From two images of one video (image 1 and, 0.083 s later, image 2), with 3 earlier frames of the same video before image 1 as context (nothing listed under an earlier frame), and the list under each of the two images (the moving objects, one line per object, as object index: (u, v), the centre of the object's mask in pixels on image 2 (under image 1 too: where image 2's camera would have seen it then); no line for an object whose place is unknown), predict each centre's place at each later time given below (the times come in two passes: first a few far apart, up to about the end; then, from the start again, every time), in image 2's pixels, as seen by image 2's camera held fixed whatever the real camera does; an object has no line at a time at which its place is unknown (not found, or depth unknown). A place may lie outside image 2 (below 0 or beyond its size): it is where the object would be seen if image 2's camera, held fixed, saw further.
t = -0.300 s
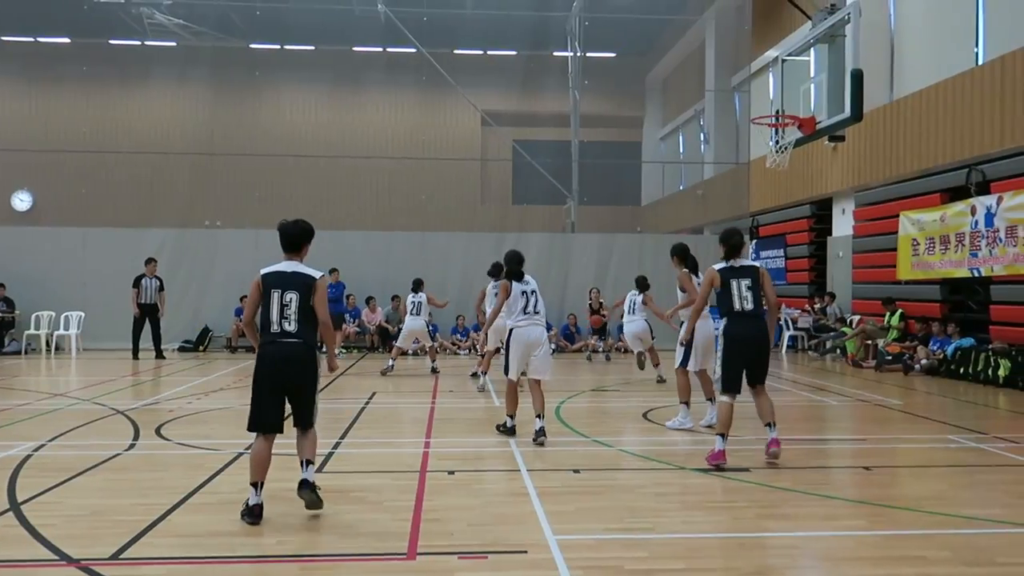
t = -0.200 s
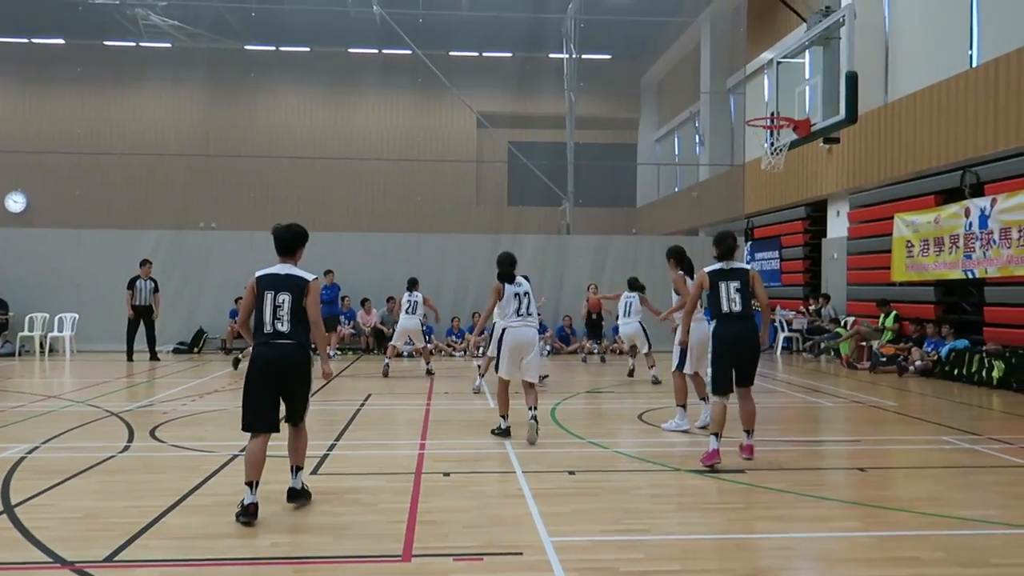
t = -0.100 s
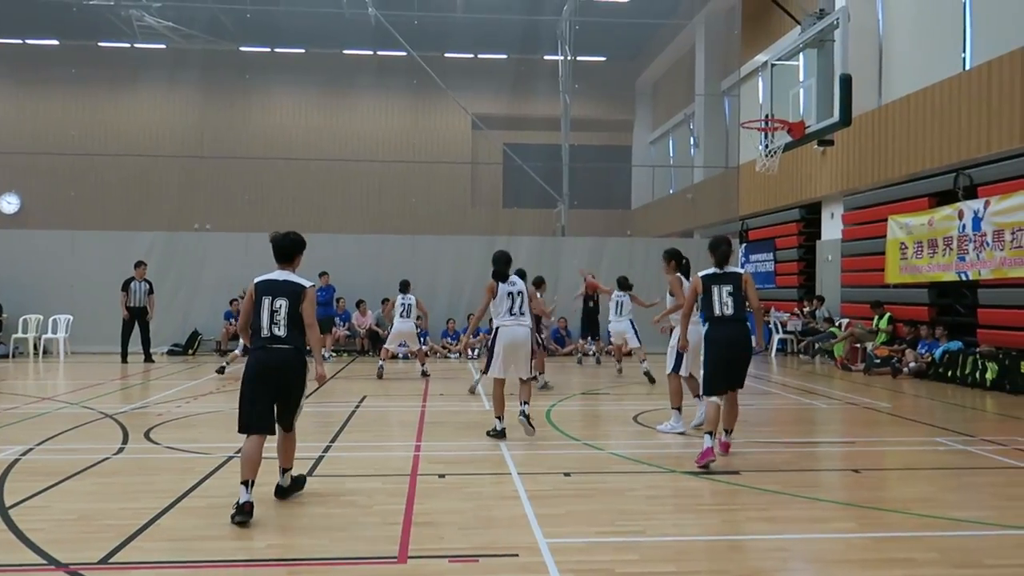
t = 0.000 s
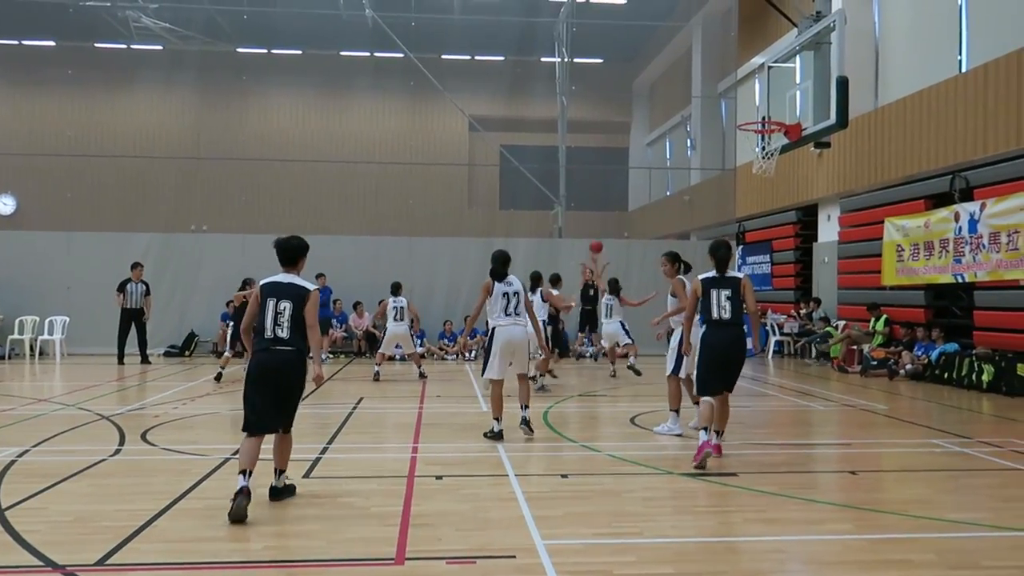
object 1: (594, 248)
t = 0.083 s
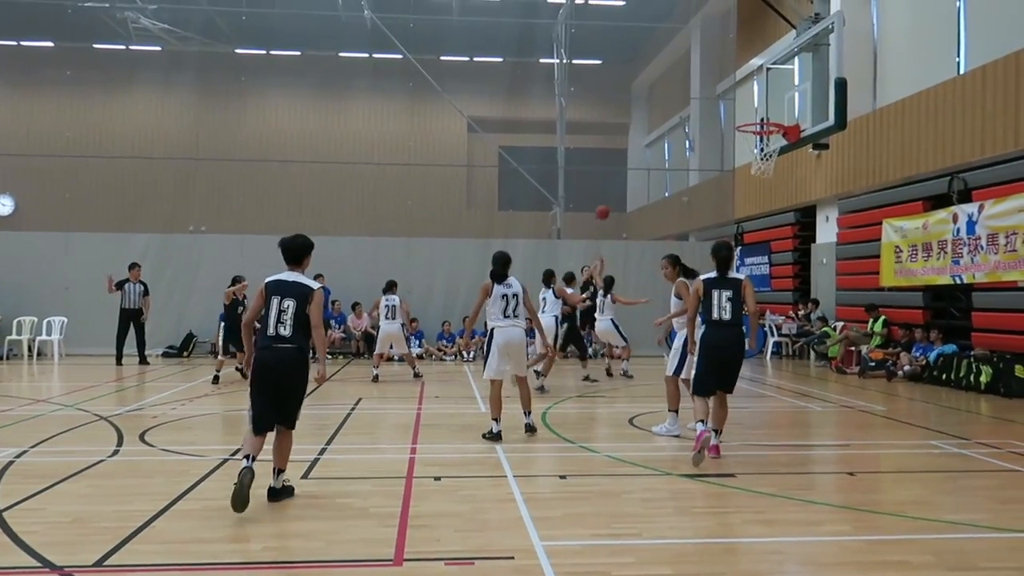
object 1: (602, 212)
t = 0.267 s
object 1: (620, 143)
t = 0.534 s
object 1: (651, 66)
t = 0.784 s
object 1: (685, 29)
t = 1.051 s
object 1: (728, 40)
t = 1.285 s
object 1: (773, 106)
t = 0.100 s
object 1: (604, 205)
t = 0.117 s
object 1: (605, 198)
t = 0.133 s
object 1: (607, 192)
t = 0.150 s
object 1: (608, 185)
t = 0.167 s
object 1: (610, 179)
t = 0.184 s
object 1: (612, 173)
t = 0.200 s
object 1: (614, 166)
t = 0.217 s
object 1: (616, 160)
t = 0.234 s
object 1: (617, 155)
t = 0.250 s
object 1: (619, 149)
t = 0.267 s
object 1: (620, 143)
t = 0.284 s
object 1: (622, 137)
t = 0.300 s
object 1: (624, 131)
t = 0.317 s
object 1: (625, 126)
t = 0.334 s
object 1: (627, 121)
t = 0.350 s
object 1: (629, 116)
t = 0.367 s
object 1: (631, 111)
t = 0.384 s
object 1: (633, 105)
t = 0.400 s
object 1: (635, 100)
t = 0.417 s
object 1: (637, 96)
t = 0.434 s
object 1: (639, 91)
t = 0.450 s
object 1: (641, 87)
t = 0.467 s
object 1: (642, 82)
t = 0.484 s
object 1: (645, 79)
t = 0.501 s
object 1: (647, 74)
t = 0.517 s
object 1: (649, 70)
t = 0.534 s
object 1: (651, 66)
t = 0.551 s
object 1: (653, 63)
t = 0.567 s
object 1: (655, 59)
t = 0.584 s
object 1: (657, 56)
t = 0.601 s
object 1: (659, 53)
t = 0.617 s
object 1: (662, 50)
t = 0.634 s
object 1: (664, 47)
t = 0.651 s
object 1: (666, 44)
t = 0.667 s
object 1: (668, 42)
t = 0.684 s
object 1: (671, 40)
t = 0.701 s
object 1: (673, 38)
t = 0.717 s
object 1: (675, 36)
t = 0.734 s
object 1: (678, 34)
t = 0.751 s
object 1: (680, 32)
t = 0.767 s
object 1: (683, 31)
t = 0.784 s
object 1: (685, 29)
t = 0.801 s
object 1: (688, 28)
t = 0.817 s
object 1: (690, 27)
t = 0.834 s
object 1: (693, 27)
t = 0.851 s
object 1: (695, 26)
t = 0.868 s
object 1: (698, 26)
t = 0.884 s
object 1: (700, 26)
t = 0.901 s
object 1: (703, 26)
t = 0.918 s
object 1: (706, 27)
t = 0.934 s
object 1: (709, 28)
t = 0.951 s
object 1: (711, 29)
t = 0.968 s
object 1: (714, 30)
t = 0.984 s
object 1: (717, 32)
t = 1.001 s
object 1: (720, 33)
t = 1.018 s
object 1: (722, 35)
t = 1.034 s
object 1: (725, 37)
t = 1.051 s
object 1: (728, 40)
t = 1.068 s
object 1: (731, 43)
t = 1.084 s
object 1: (734, 45)
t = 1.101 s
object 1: (737, 49)
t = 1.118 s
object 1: (740, 52)
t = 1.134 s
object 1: (743, 56)
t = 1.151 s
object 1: (746, 61)
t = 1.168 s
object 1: (750, 65)
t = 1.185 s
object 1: (753, 70)
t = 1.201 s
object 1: (756, 75)
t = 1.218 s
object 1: (760, 80)
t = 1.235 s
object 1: (763, 86)
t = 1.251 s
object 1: (767, 93)
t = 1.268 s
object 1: (770, 99)
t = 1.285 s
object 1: (773, 106)
